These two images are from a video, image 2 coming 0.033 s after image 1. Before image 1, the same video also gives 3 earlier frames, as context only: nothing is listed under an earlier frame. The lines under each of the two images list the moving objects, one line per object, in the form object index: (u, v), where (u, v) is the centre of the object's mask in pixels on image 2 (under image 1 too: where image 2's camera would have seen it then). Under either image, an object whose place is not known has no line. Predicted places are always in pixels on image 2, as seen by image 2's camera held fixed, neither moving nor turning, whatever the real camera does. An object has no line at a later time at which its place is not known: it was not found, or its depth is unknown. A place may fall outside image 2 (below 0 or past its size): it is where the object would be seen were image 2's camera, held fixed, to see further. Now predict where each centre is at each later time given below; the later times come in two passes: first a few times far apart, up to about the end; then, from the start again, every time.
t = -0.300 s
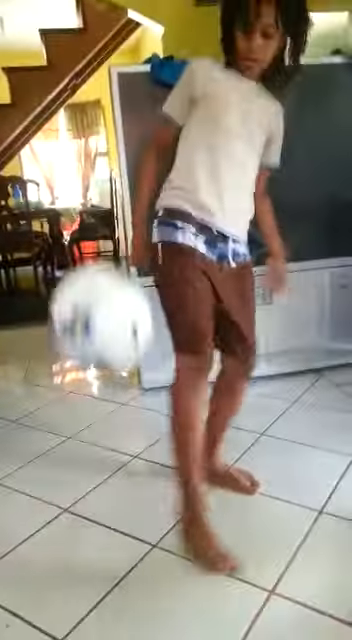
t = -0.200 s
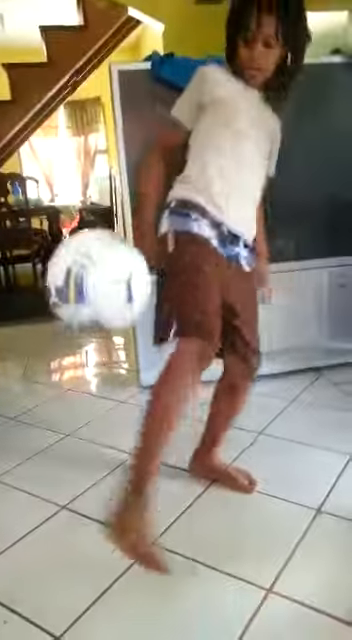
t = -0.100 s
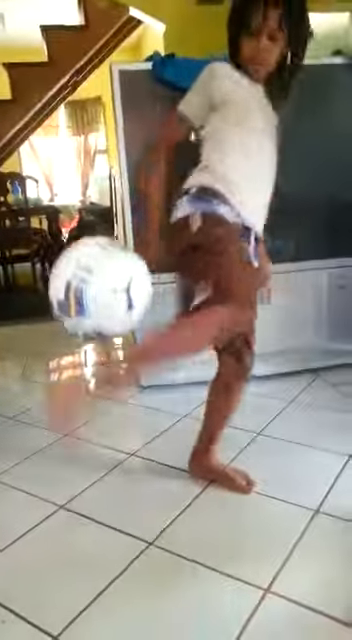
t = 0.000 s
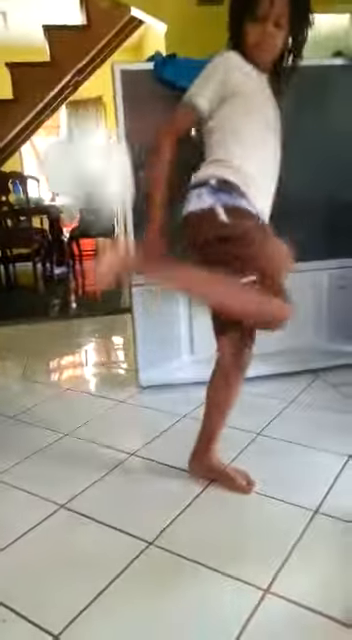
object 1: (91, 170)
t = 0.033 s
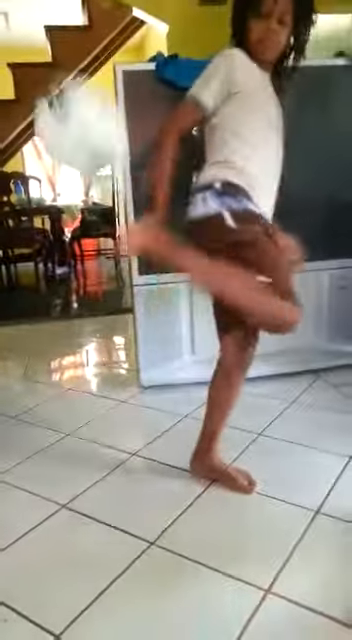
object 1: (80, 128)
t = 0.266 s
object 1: (65, 54)
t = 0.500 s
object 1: (73, 152)
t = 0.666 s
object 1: (81, 265)
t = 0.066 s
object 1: (76, 101)
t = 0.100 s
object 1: (73, 81)
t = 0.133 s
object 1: (71, 69)
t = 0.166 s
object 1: (68, 57)
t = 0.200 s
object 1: (67, 53)
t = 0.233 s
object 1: (65, 52)
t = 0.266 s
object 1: (65, 54)
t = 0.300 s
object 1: (64, 60)
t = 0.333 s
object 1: (64, 69)
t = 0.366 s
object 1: (64, 80)
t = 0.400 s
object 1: (66, 93)
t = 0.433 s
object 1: (66, 107)
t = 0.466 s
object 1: (69, 128)
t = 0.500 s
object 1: (73, 152)
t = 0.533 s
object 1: (75, 172)
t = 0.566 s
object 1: (76, 202)
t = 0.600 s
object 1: (77, 222)
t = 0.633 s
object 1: (79, 238)
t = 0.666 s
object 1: (81, 265)
